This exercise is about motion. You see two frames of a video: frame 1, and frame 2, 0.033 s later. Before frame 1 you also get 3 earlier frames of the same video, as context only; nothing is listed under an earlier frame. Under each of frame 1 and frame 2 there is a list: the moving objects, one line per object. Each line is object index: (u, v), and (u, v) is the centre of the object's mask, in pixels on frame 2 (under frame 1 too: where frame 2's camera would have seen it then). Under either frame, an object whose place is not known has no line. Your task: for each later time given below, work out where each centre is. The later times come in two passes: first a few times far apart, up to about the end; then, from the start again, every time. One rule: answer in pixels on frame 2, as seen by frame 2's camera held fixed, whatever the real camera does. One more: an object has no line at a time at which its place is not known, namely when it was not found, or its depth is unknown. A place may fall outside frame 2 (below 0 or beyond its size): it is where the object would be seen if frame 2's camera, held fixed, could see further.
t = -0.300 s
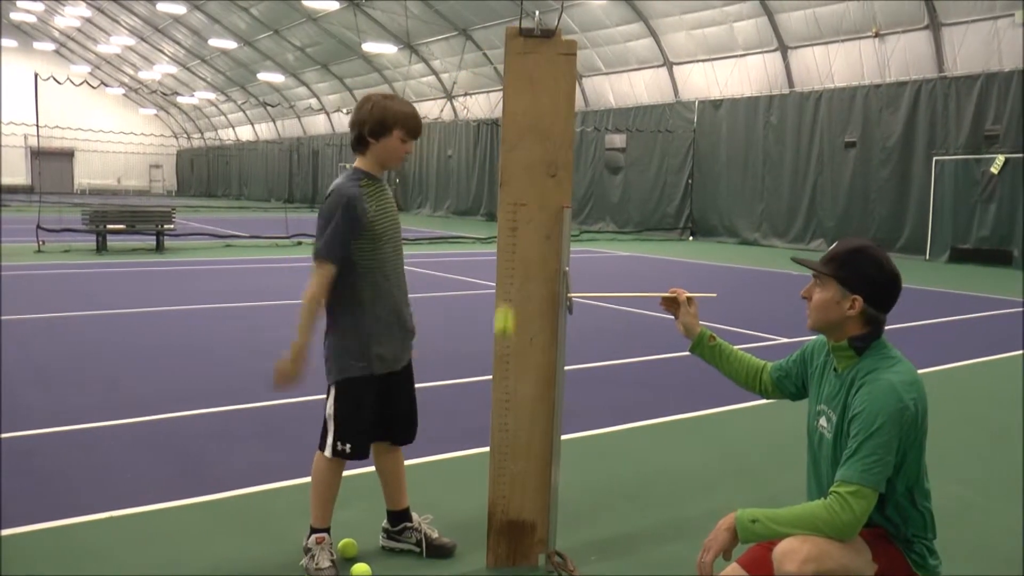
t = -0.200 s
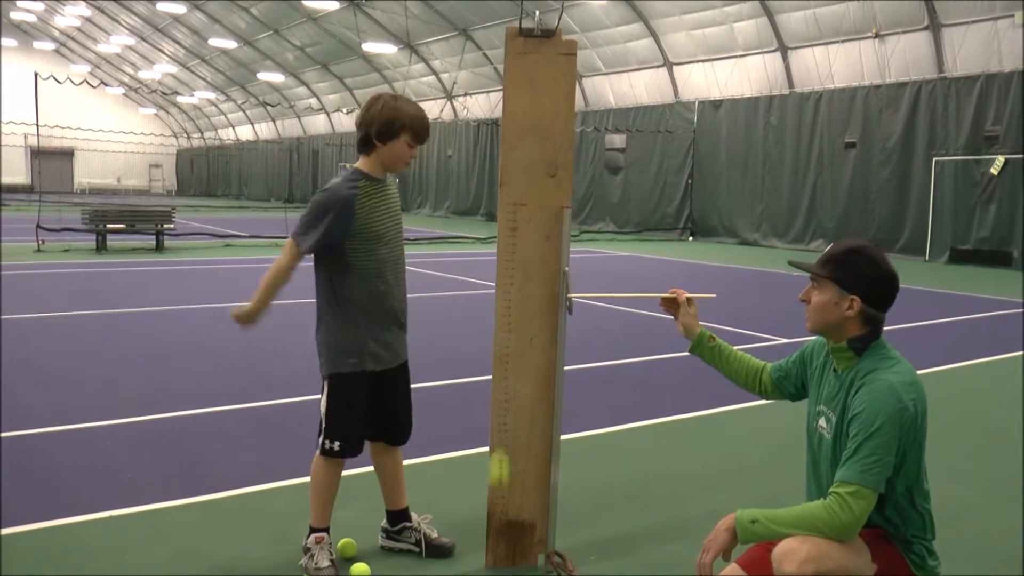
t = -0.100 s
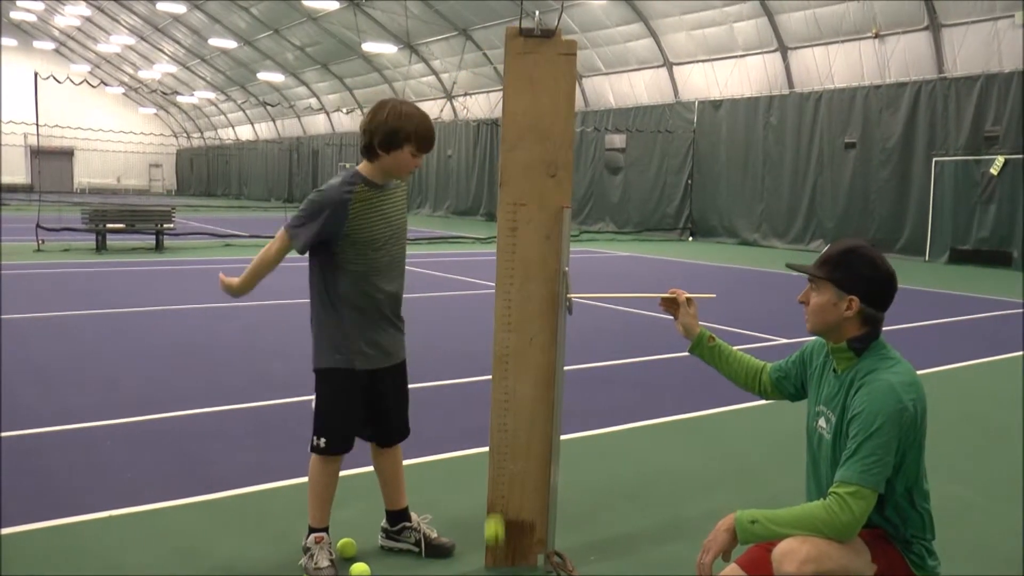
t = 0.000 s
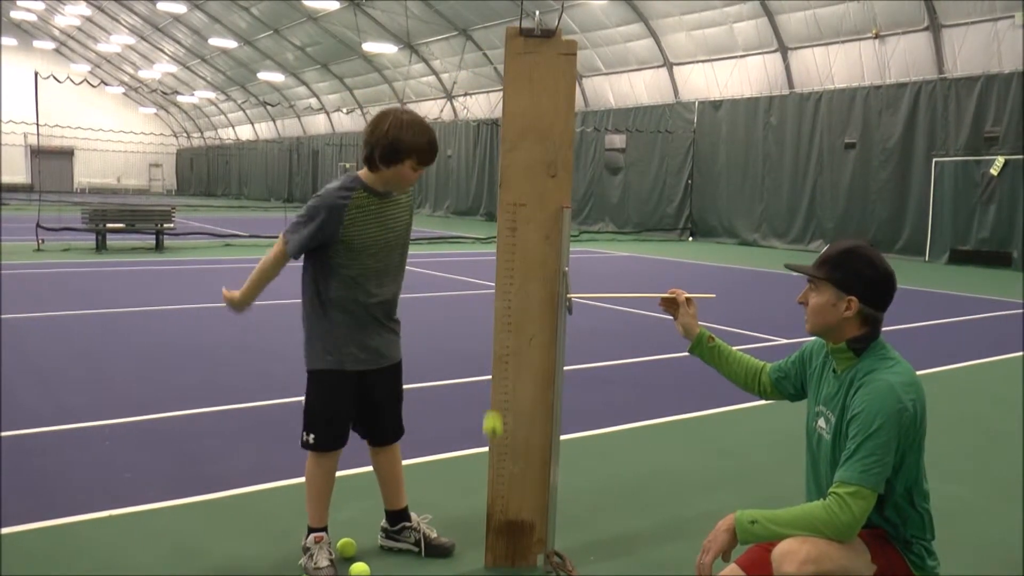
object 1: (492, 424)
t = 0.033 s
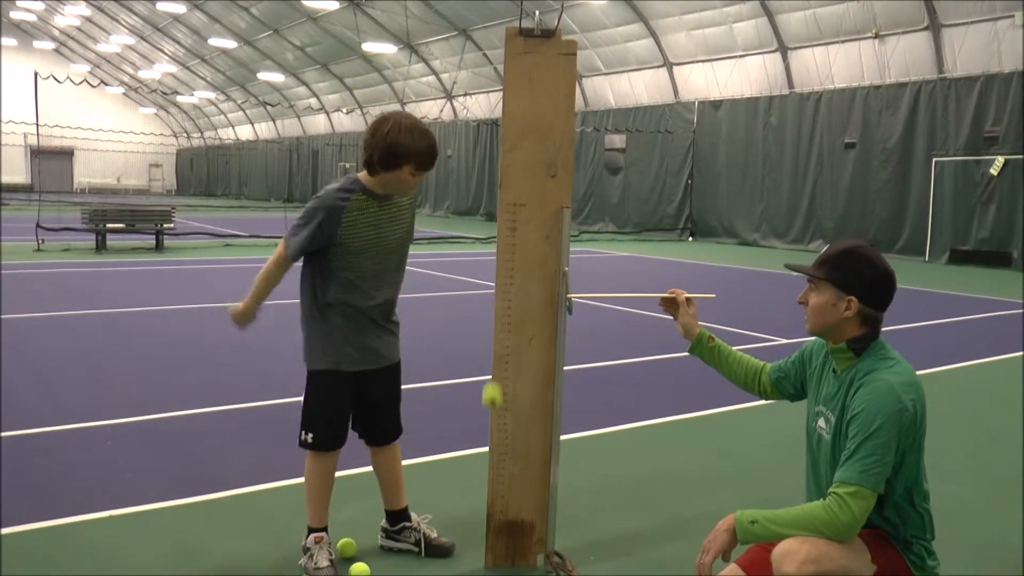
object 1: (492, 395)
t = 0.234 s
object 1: (486, 282)
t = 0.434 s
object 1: (476, 290)
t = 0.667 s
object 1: (462, 452)
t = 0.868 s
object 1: (455, 477)
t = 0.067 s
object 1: (492, 368)
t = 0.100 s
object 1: (490, 345)
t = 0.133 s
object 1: (490, 324)
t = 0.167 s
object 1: (489, 307)
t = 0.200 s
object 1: (488, 294)
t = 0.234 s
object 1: (486, 282)
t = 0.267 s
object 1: (485, 275)
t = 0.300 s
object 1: (483, 271)
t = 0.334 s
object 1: (482, 271)
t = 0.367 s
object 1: (481, 274)
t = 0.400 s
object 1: (479, 280)
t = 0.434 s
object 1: (476, 290)
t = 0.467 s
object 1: (475, 304)
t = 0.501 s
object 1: (473, 320)
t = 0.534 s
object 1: (471, 340)
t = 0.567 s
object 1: (468, 364)
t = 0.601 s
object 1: (467, 392)
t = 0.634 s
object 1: (465, 420)
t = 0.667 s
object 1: (462, 452)
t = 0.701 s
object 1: (460, 487)
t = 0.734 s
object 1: (458, 525)
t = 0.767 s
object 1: (456, 558)
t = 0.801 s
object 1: (456, 529)
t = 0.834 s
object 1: (456, 501)
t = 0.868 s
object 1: (455, 477)
